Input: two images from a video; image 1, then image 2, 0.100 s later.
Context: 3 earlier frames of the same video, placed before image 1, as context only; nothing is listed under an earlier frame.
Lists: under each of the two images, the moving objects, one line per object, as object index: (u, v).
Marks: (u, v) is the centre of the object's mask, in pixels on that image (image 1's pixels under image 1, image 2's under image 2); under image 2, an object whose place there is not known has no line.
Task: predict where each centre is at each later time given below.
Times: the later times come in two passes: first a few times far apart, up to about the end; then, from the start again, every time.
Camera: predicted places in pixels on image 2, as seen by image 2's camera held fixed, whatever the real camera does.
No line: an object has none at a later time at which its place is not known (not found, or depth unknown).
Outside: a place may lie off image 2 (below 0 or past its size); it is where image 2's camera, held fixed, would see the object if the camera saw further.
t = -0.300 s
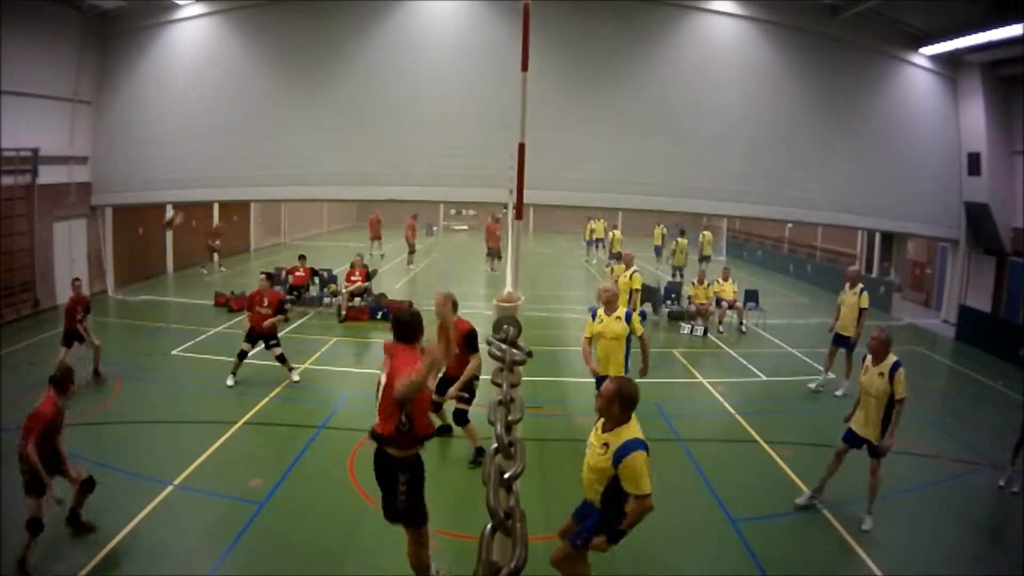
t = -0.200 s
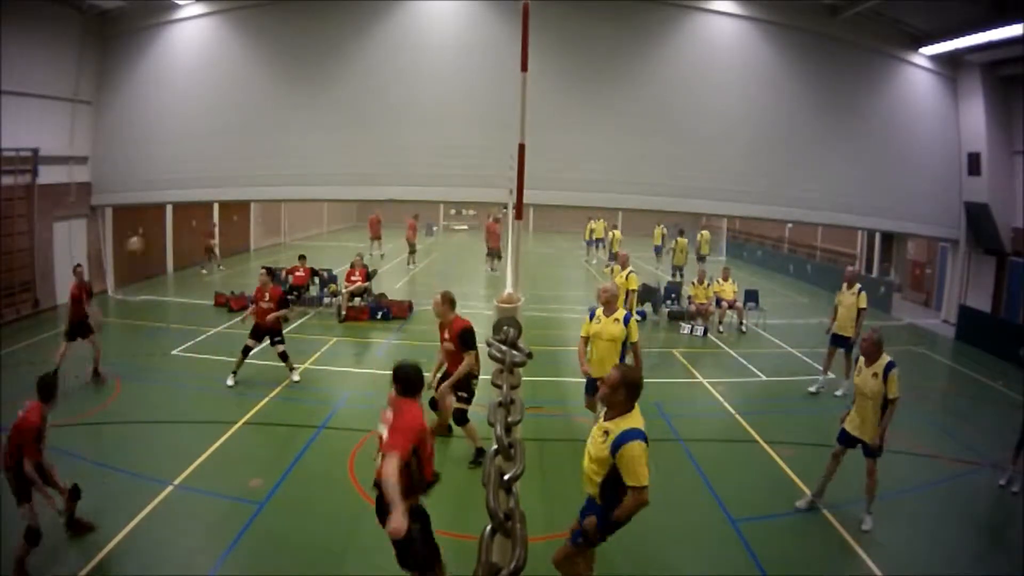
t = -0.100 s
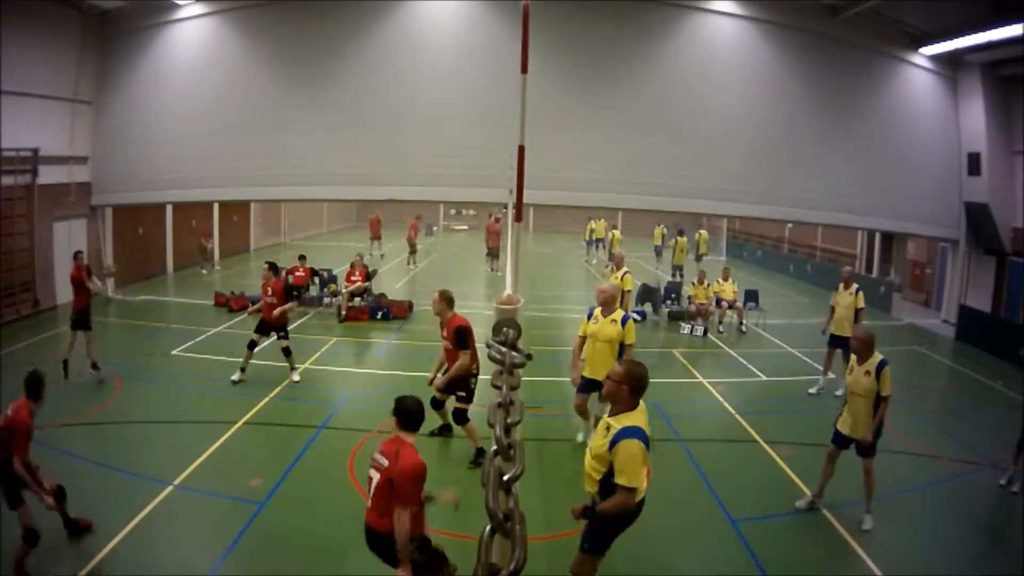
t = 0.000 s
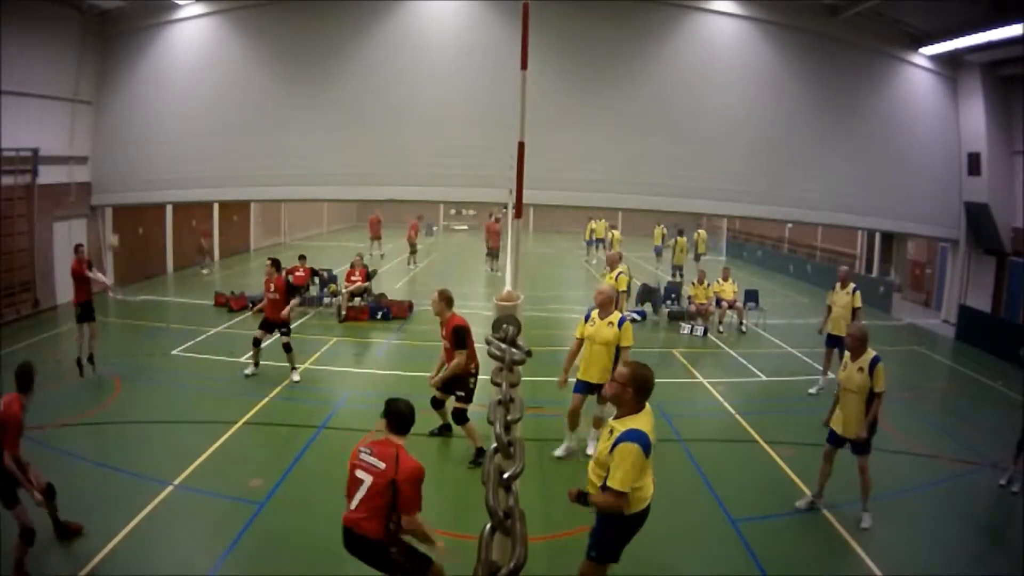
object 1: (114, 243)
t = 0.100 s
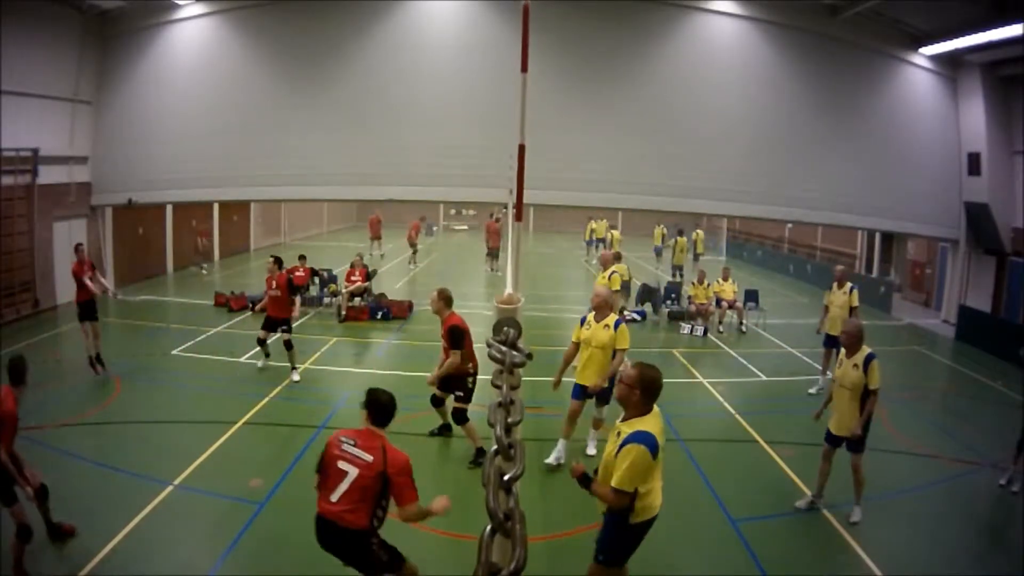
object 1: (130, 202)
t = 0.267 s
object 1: (162, 148)
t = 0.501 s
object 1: (207, 103)
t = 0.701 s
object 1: (245, 96)
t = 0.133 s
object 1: (136, 189)
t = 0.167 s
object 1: (143, 179)
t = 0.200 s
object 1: (148, 167)
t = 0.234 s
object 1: (155, 158)
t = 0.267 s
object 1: (162, 148)
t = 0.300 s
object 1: (168, 139)
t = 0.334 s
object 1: (175, 130)
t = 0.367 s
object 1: (182, 125)
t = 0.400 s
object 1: (187, 118)
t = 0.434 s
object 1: (194, 113)
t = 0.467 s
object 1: (201, 107)
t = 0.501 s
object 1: (207, 103)
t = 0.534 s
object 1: (214, 99)
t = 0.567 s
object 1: (221, 98)
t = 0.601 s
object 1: (226, 96)
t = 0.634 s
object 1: (233, 95)
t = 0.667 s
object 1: (238, 95)
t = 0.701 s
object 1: (245, 96)
